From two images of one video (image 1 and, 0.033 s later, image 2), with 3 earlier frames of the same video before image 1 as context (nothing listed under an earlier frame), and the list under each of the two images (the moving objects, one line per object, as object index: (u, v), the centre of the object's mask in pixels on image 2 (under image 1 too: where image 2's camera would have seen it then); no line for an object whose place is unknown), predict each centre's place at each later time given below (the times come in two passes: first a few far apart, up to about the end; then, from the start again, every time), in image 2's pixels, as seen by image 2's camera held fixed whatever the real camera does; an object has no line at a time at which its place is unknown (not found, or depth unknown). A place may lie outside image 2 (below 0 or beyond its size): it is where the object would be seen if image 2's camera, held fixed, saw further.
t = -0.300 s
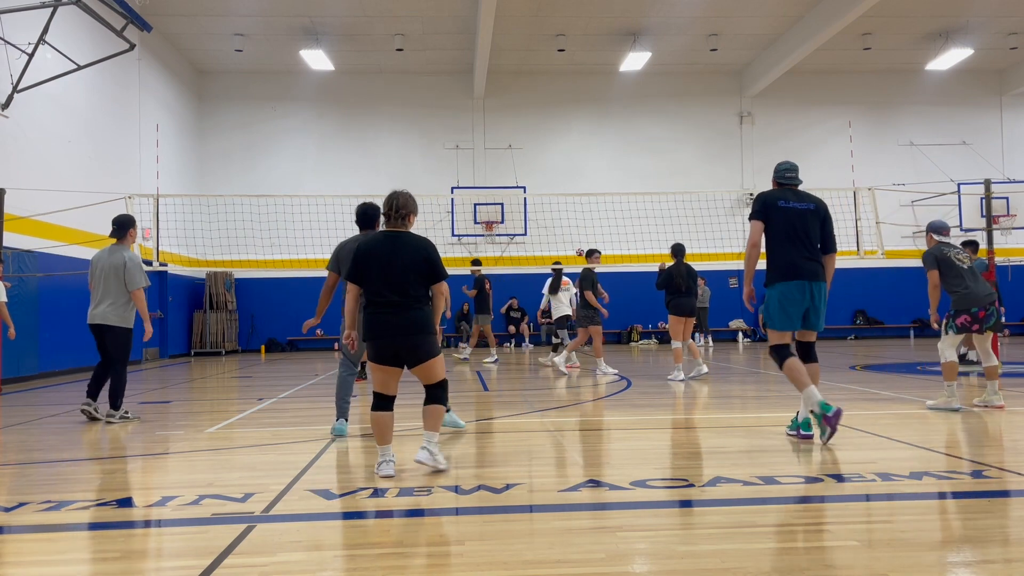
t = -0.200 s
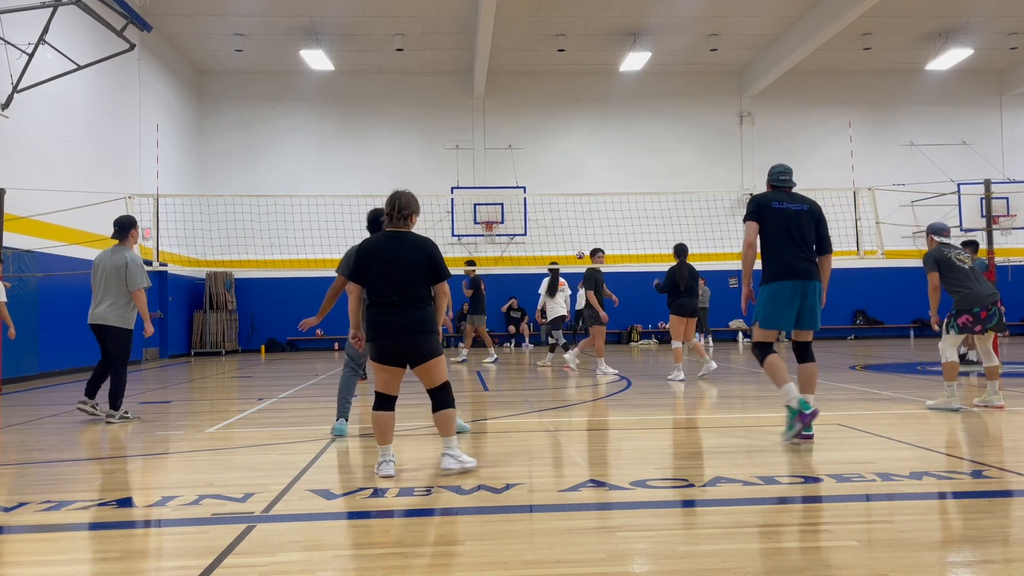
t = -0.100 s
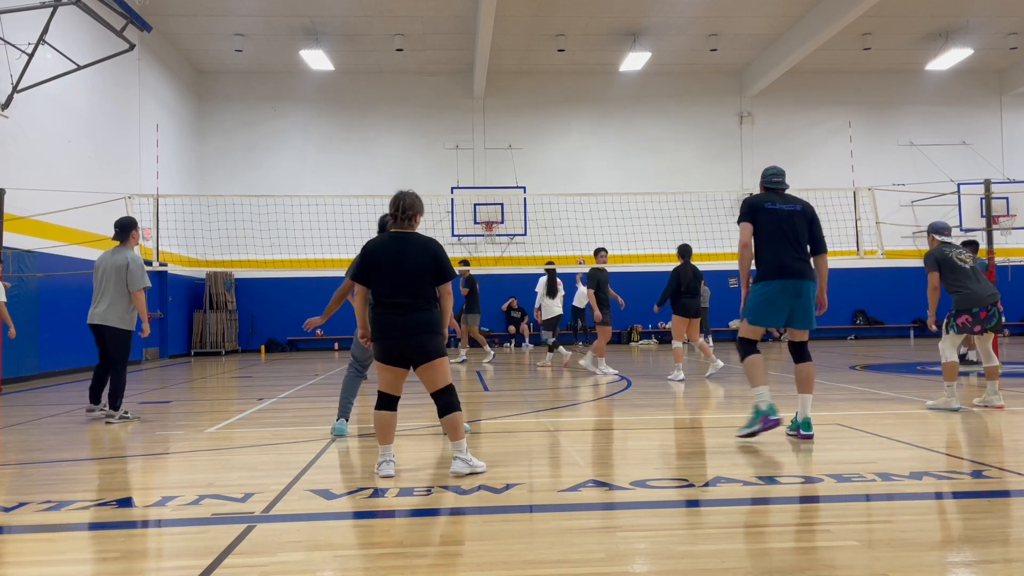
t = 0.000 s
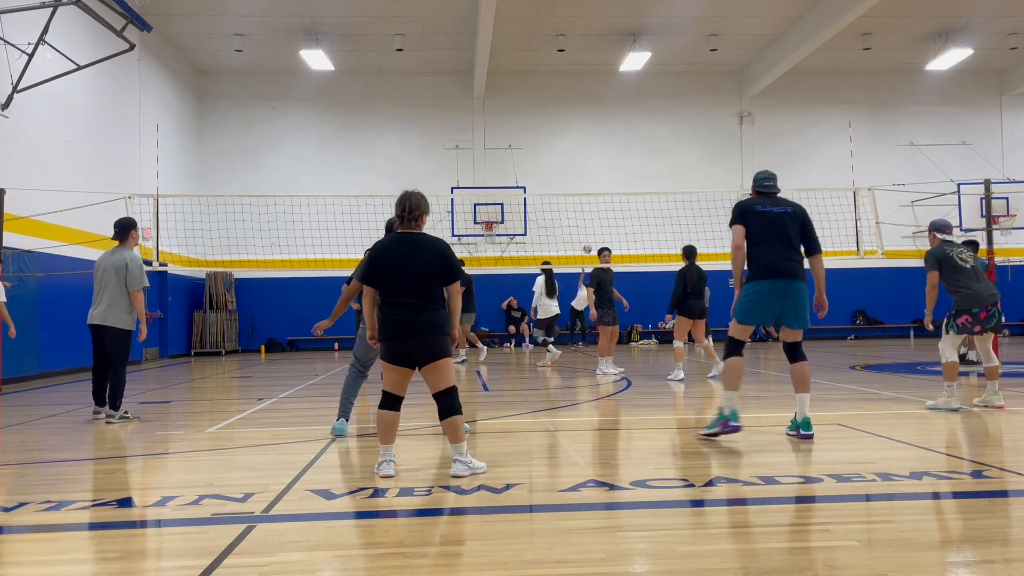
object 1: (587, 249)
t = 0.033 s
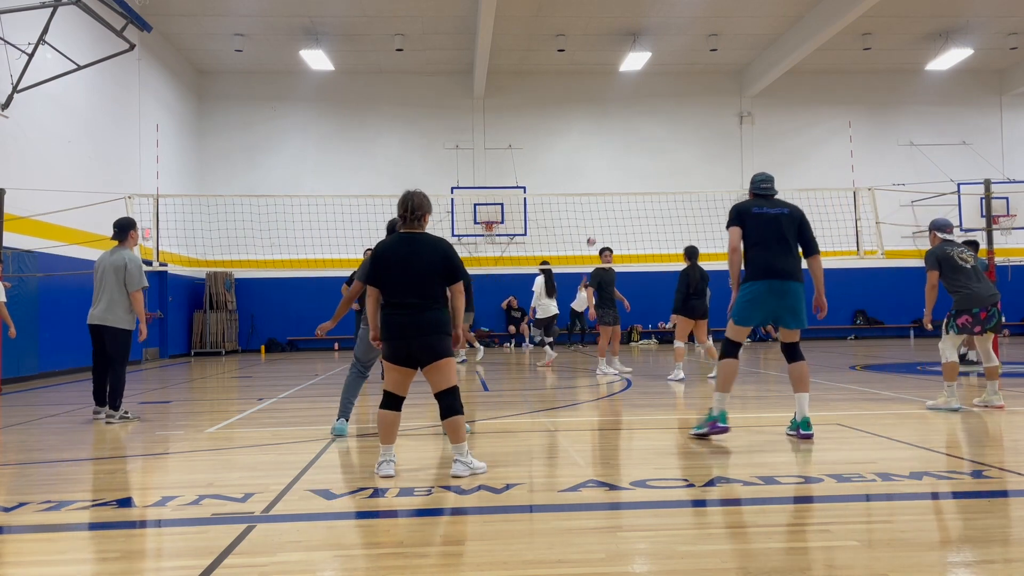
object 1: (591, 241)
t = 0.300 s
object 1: (621, 187)
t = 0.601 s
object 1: (671, 157)
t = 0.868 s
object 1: (749, 168)
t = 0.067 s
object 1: (595, 234)
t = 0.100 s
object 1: (598, 226)
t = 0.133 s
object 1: (601, 220)
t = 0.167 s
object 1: (605, 212)
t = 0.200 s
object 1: (609, 206)
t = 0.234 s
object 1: (613, 200)
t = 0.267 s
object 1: (616, 193)
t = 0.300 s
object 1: (621, 187)
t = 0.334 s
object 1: (625, 183)
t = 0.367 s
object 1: (630, 177)
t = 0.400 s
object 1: (635, 173)
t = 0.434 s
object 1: (640, 169)
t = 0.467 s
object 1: (646, 165)
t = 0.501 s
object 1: (651, 162)
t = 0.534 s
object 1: (657, 160)
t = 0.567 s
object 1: (664, 158)
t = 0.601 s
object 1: (671, 157)
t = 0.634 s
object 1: (679, 155)
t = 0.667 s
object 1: (687, 155)
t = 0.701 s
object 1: (696, 154)
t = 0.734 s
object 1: (705, 155)
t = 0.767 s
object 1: (714, 157)
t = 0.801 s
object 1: (724, 159)
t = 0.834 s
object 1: (736, 163)
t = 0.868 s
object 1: (749, 168)
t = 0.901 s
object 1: (760, 174)
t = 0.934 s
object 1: (775, 183)
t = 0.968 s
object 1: (790, 193)
